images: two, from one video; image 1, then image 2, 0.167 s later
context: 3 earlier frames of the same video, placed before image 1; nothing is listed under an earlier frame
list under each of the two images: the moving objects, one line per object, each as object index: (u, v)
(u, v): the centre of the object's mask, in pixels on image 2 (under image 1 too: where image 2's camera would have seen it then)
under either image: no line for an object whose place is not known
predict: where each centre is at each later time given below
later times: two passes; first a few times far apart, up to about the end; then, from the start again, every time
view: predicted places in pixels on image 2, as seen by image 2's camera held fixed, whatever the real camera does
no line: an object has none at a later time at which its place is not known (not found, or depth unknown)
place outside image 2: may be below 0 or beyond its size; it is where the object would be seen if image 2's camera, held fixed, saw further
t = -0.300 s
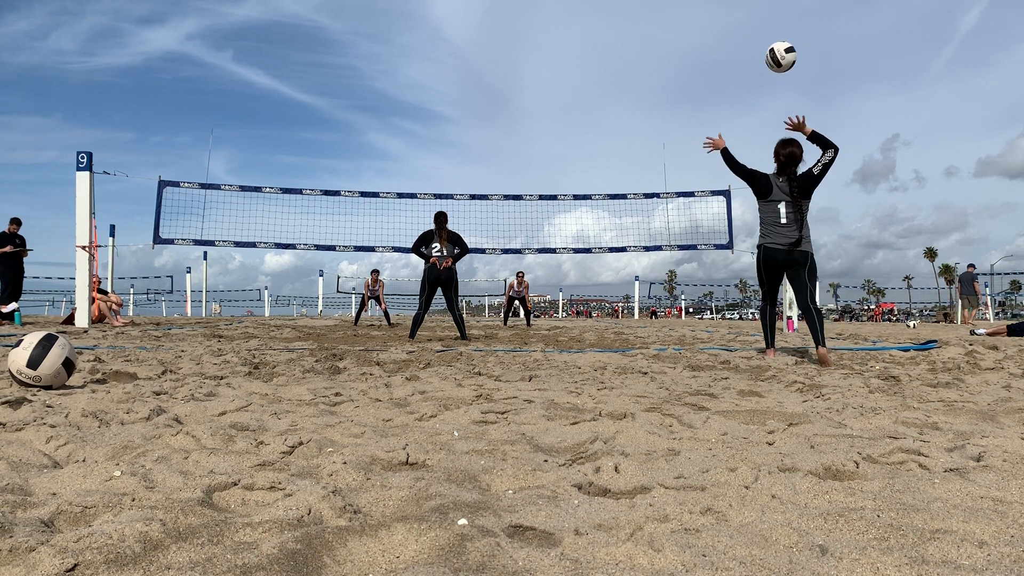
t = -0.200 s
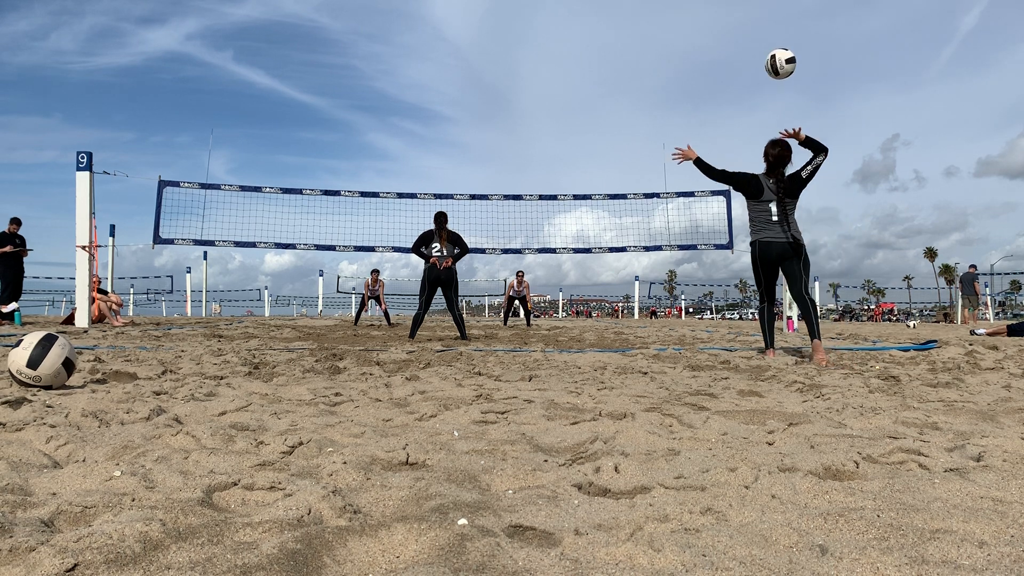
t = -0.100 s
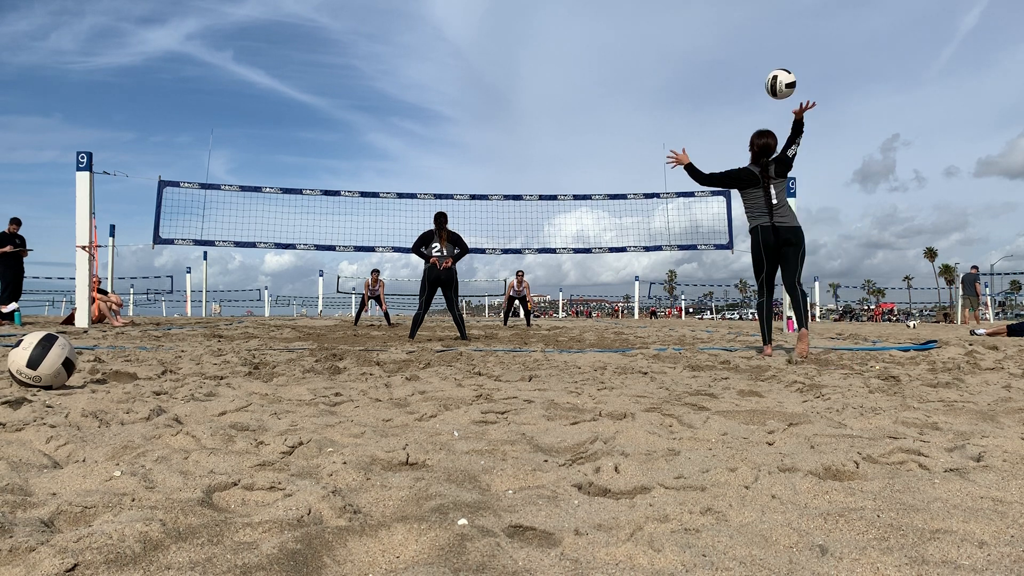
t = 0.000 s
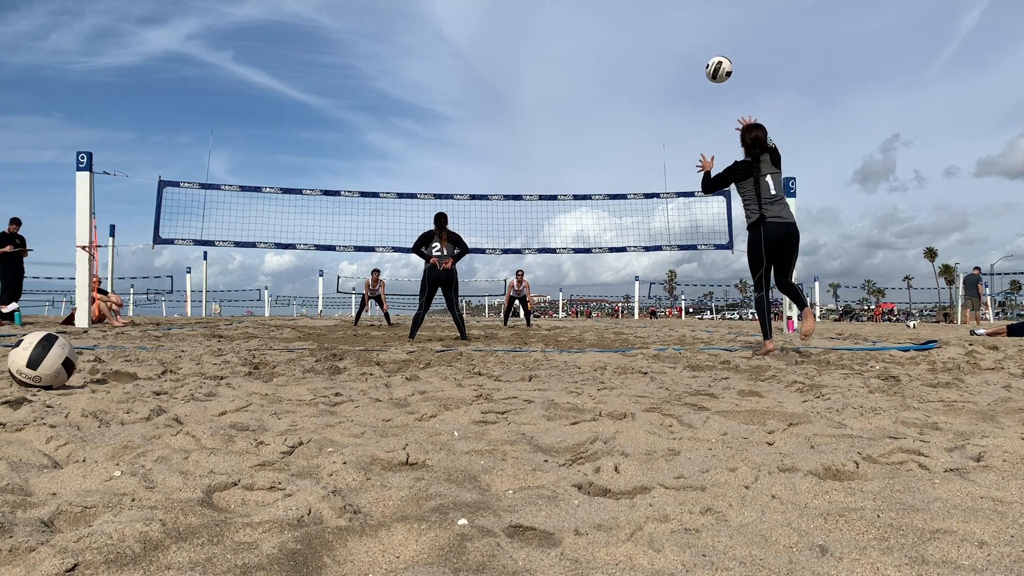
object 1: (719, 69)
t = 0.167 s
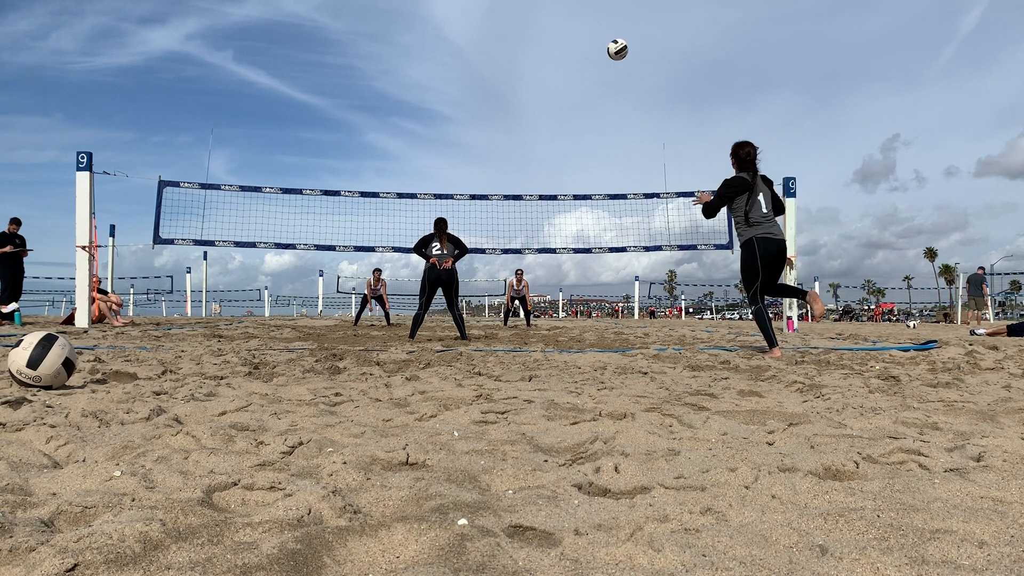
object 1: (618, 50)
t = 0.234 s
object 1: (588, 51)
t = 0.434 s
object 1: (521, 76)
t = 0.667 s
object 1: (469, 125)
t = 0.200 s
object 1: (602, 50)
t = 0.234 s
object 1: (588, 51)
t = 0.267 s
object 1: (575, 54)
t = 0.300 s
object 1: (563, 57)
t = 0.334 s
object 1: (551, 61)
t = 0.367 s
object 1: (541, 65)
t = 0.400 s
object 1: (531, 70)
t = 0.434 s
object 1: (521, 76)
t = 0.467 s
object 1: (512, 82)
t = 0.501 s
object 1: (504, 88)
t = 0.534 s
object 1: (496, 95)
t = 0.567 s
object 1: (489, 102)
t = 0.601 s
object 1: (481, 109)
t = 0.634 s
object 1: (475, 117)
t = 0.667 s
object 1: (469, 125)
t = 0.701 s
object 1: (463, 133)
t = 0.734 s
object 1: (457, 142)
